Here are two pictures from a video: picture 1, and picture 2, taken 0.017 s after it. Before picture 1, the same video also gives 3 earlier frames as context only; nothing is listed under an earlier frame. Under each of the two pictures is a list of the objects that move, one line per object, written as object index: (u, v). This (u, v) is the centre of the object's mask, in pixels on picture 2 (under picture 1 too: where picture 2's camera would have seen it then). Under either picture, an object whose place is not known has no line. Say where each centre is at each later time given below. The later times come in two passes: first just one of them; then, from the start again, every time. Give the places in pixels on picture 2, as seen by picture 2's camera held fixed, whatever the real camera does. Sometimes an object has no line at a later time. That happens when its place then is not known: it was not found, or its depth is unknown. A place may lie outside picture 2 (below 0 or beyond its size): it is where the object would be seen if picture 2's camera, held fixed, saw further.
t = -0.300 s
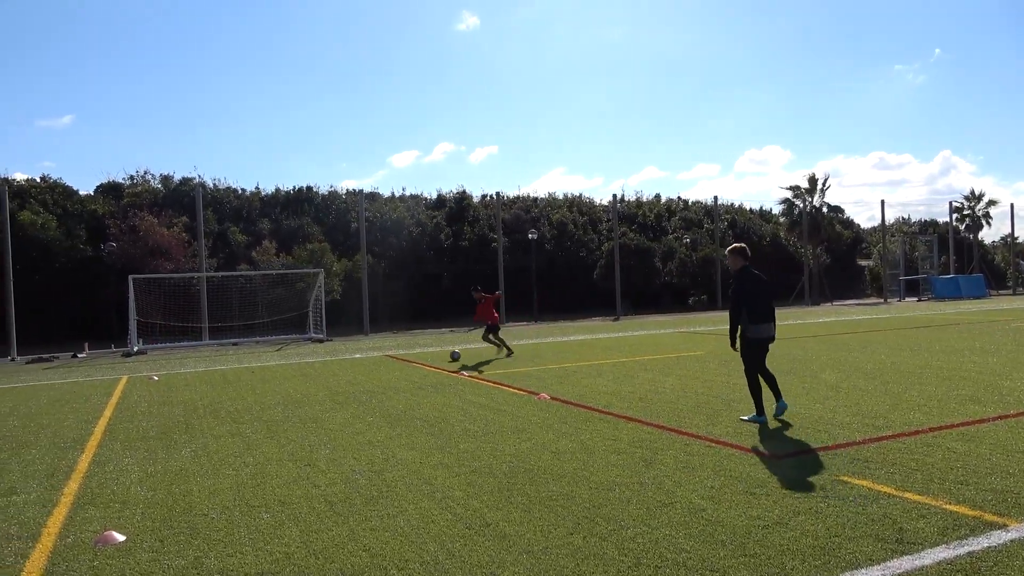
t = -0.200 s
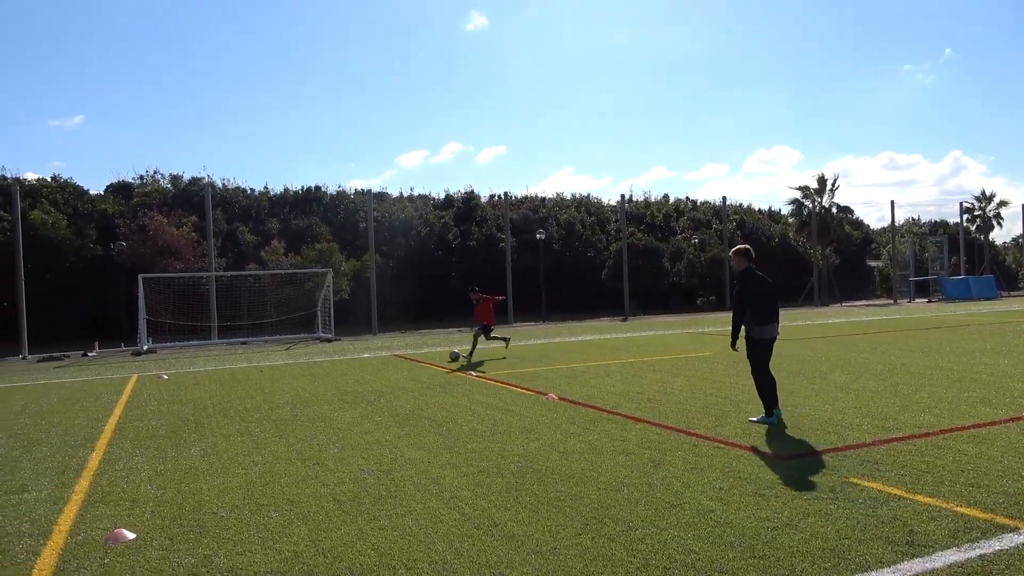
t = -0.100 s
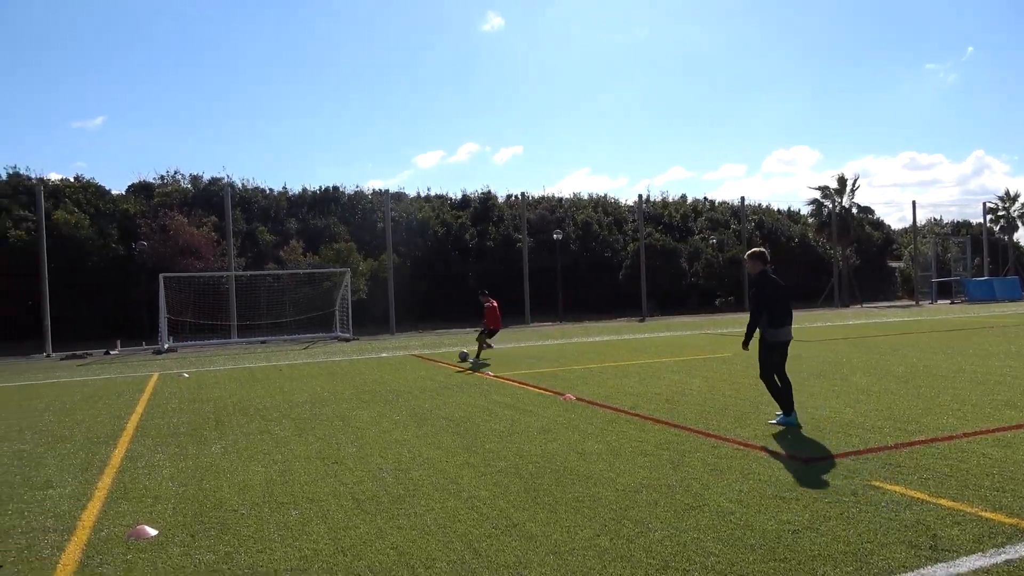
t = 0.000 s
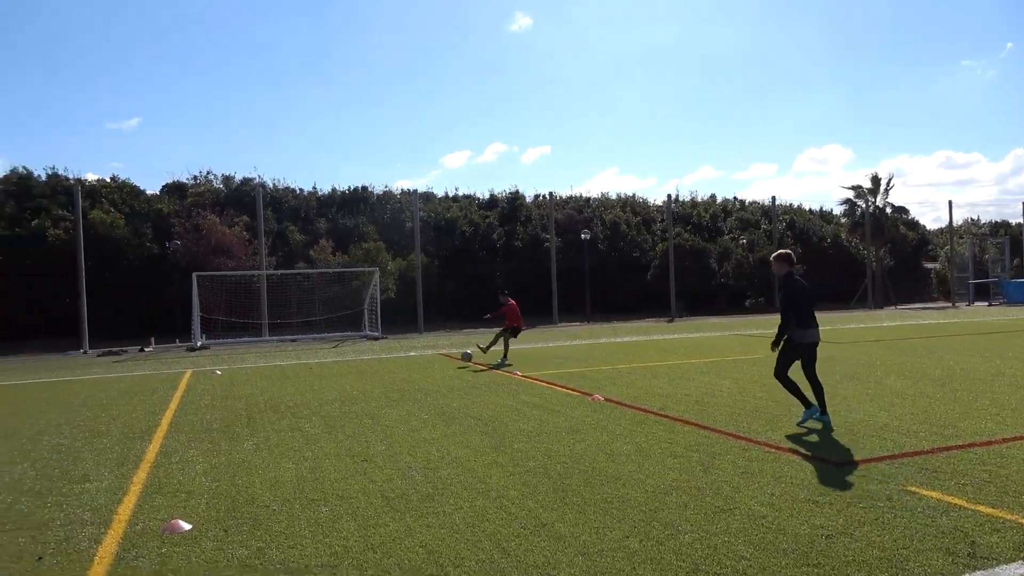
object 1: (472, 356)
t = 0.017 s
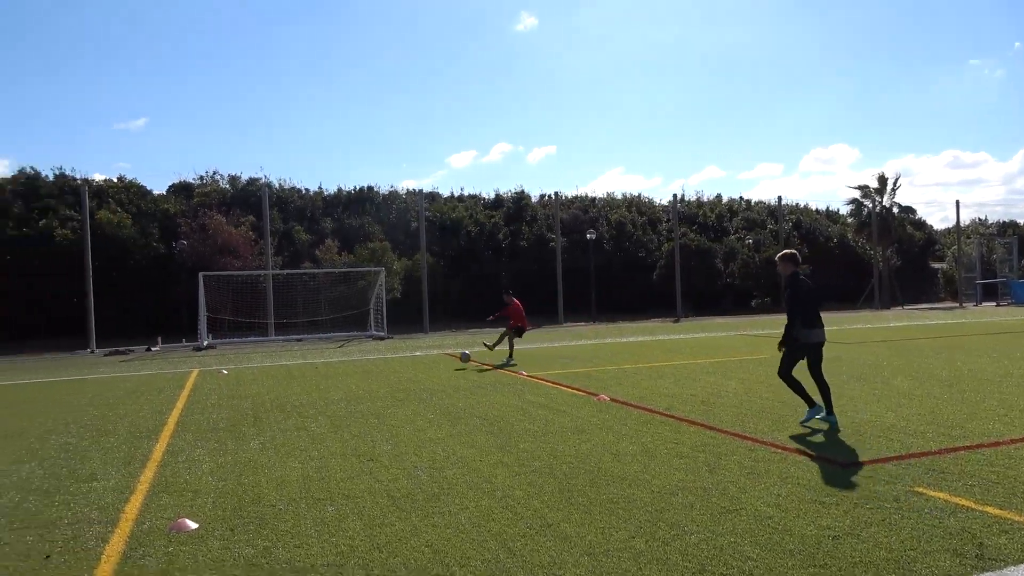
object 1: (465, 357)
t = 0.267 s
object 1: (319, 396)
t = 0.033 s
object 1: (457, 358)
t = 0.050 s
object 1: (449, 359)
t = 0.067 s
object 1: (441, 361)
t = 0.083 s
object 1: (433, 363)
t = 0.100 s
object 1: (424, 365)
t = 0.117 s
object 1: (415, 367)
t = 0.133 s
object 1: (406, 370)
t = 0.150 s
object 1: (396, 374)
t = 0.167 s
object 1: (386, 377)
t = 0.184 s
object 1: (375, 382)
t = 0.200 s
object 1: (364, 386)
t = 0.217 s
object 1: (352, 391)
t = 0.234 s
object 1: (342, 393)
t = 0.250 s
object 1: (331, 394)
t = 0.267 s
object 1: (319, 396)
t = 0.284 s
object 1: (307, 398)
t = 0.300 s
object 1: (295, 401)
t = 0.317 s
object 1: (281, 404)
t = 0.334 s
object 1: (267, 407)
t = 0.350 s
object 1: (253, 412)
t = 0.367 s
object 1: (238, 416)
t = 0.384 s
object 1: (222, 422)
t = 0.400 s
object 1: (205, 428)
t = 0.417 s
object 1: (187, 434)
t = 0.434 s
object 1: (170, 438)
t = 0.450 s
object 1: (152, 442)
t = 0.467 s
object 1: (133, 446)
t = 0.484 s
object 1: (113, 451)
